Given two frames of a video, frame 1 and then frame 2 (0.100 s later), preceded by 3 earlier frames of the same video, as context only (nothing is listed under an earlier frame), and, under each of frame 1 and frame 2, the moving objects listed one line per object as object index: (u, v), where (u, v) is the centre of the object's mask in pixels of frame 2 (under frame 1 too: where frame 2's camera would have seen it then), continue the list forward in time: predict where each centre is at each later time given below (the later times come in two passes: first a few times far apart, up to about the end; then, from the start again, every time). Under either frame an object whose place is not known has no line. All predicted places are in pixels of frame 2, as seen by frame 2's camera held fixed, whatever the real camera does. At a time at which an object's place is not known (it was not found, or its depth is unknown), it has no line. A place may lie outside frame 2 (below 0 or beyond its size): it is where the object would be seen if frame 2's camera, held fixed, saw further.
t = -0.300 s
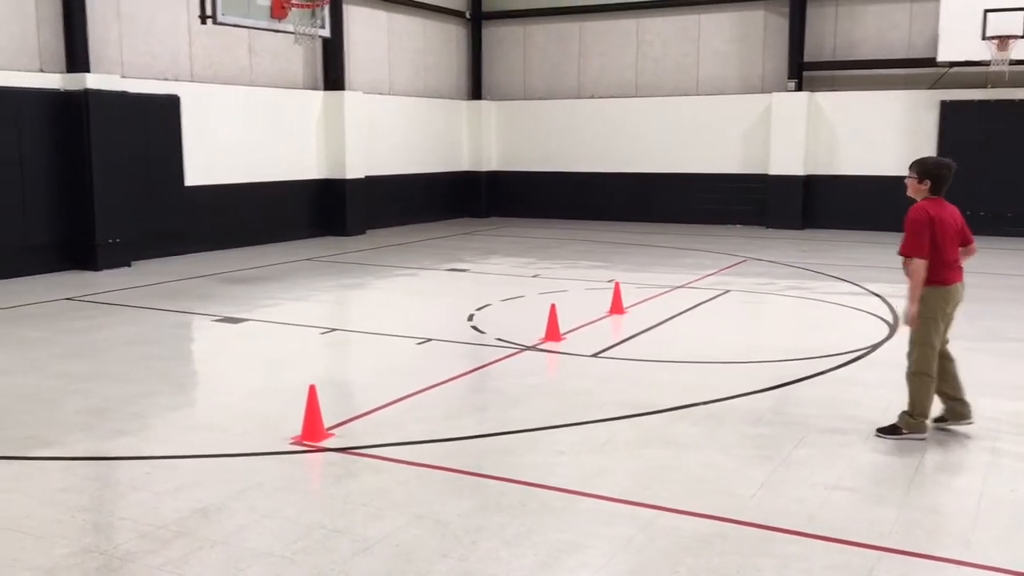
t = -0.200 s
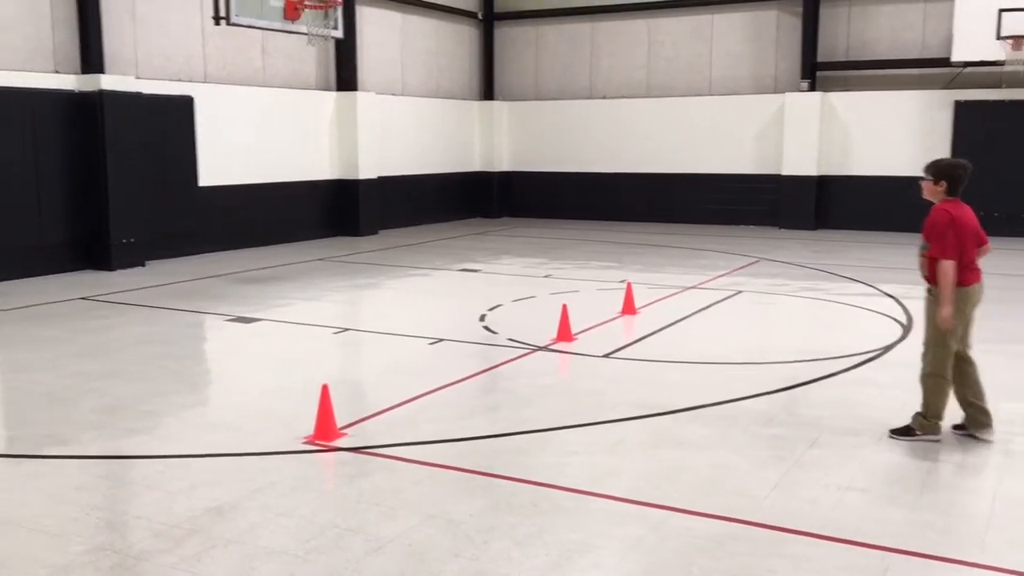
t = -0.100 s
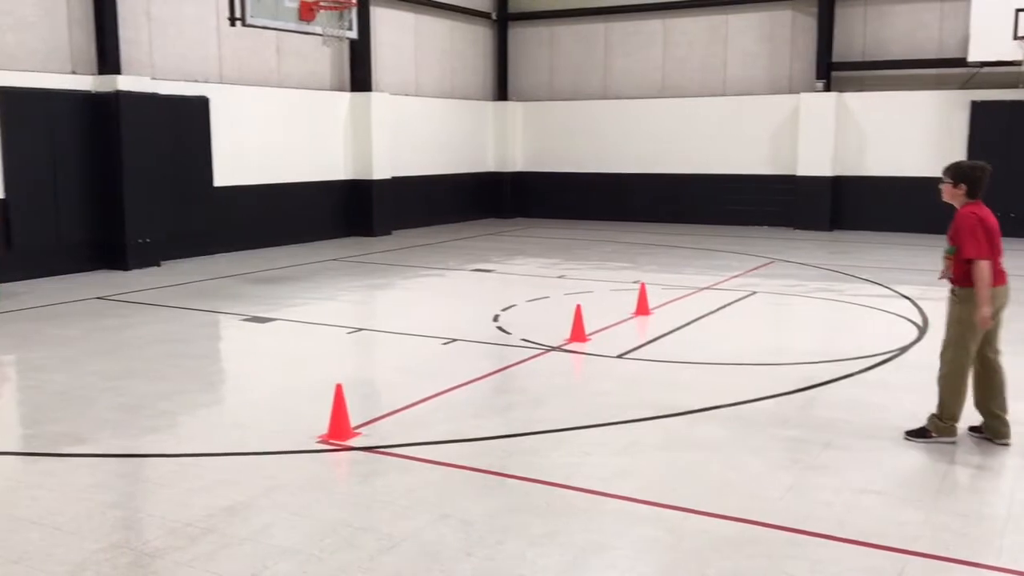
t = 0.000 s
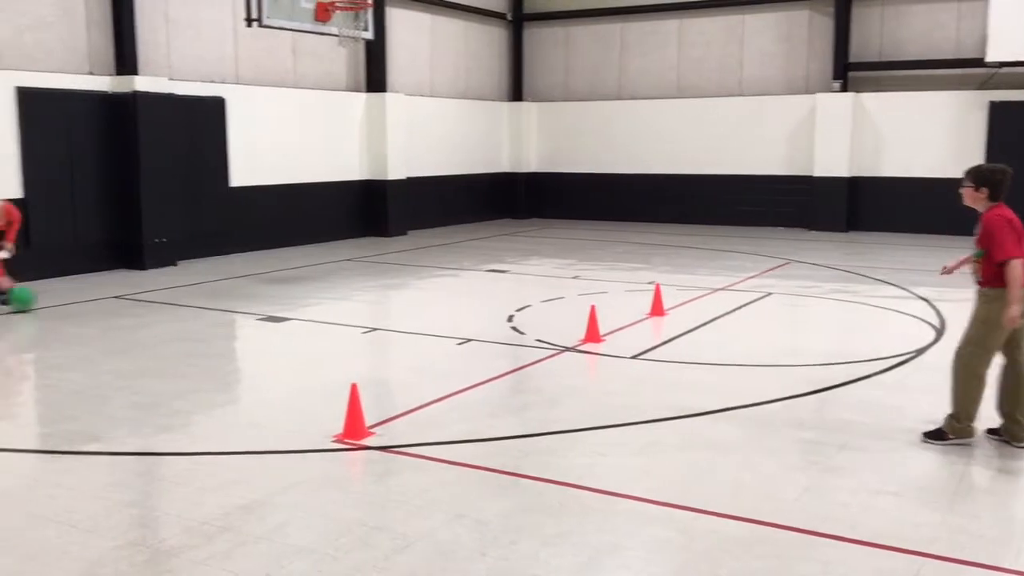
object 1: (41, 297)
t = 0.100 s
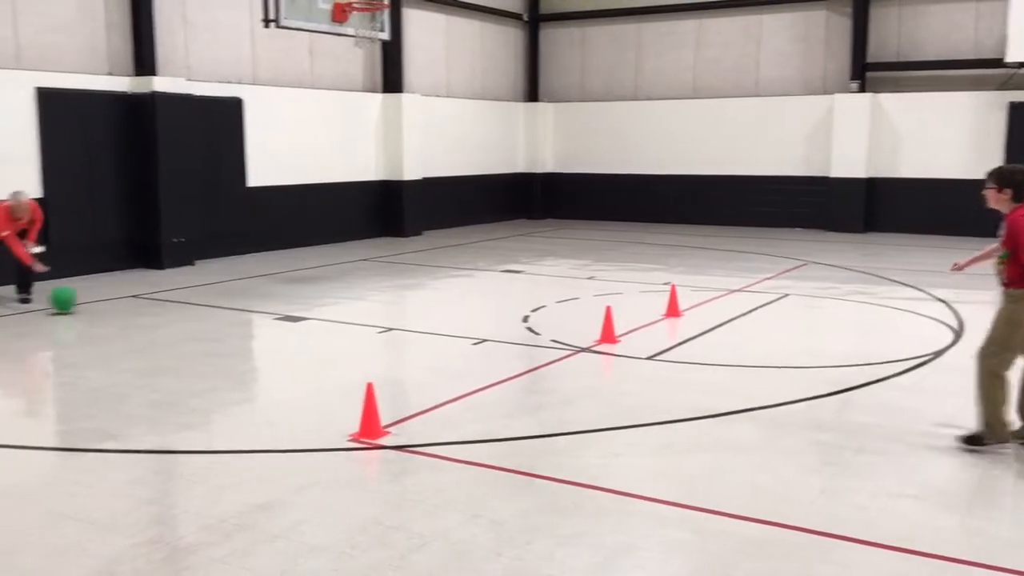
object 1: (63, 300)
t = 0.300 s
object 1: (106, 304)
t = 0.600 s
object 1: (171, 310)
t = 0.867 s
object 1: (231, 317)
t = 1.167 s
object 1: (301, 326)
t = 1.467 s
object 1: (371, 342)
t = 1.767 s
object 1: (449, 352)
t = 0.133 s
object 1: (70, 300)
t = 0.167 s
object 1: (77, 302)
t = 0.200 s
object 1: (85, 304)
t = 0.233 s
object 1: (93, 307)
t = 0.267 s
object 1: (100, 306)
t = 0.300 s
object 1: (106, 304)
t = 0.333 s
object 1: (113, 304)
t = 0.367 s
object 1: (120, 304)
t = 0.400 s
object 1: (127, 306)
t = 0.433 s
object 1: (135, 310)
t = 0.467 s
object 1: (143, 313)
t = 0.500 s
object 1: (150, 312)
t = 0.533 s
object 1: (157, 310)
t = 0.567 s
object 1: (165, 310)
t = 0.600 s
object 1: (171, 310)
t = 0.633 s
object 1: (178, 311)
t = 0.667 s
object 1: (186, 313)
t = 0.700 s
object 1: (194, 318)
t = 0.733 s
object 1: (202, 321)
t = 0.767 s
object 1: (209, 319)
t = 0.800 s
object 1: (217, 317)
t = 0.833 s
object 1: (224, 317)
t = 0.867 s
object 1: (231, 317)
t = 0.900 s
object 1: (239, 318)
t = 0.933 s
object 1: (246, 321)
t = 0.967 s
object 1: (255, 326)
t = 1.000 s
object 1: (263, 328)
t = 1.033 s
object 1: (271, 325)
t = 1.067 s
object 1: (278, 324)
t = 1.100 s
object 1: (286, 324)
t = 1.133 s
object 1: (293, 324)
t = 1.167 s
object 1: (301, 326)
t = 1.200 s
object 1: (309, 329)
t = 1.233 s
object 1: (317, 334)
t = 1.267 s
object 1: (325, 336)
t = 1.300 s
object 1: (333, 334)
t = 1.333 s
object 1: (341, 333)
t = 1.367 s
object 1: (348, 333)
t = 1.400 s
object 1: (356, 335)
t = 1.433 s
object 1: (363, 337)
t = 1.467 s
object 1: (371, 342)
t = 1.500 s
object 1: (379, 343)
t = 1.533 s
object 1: (388, 341)
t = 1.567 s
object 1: (397, 342)
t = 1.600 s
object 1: (406, 345)
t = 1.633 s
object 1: (414, 348)
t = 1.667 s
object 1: (423, 347)
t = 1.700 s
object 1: (432, 347)
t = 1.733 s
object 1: (440, 349)
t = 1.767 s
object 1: (449, 352)
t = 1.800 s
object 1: (458, 353)
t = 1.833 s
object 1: (467, 354)
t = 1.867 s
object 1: (477, 356)
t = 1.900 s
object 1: (486, 358)
